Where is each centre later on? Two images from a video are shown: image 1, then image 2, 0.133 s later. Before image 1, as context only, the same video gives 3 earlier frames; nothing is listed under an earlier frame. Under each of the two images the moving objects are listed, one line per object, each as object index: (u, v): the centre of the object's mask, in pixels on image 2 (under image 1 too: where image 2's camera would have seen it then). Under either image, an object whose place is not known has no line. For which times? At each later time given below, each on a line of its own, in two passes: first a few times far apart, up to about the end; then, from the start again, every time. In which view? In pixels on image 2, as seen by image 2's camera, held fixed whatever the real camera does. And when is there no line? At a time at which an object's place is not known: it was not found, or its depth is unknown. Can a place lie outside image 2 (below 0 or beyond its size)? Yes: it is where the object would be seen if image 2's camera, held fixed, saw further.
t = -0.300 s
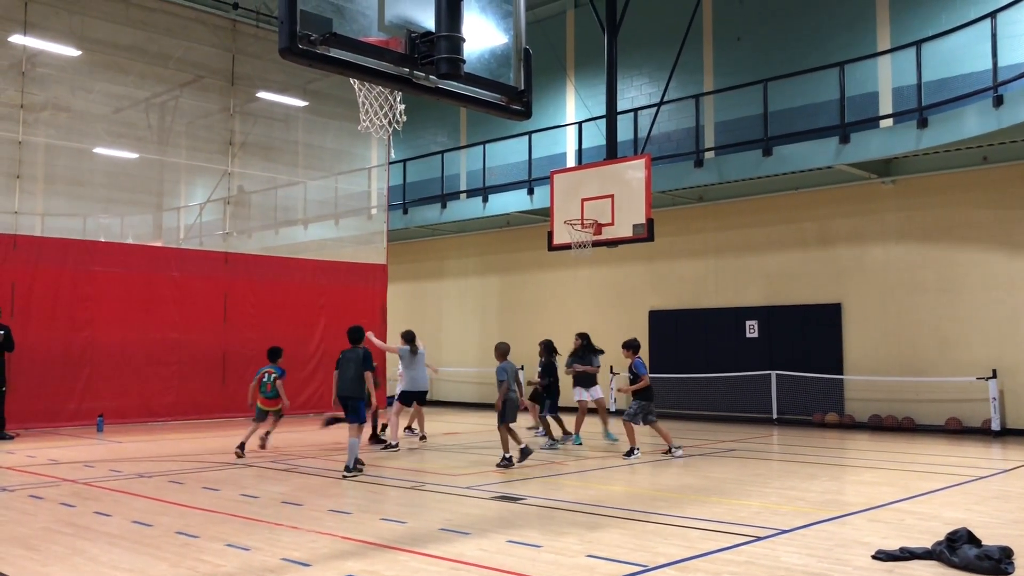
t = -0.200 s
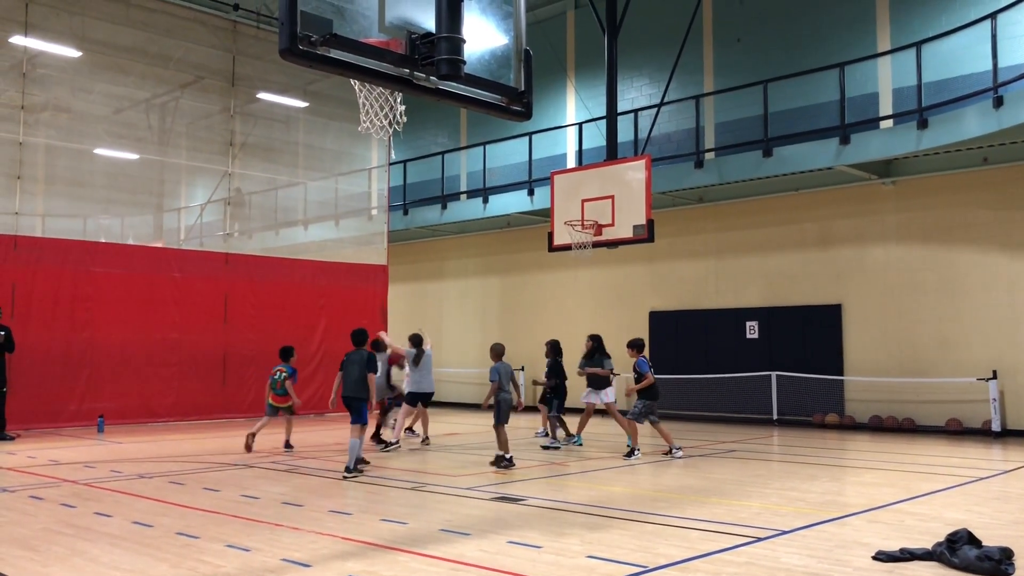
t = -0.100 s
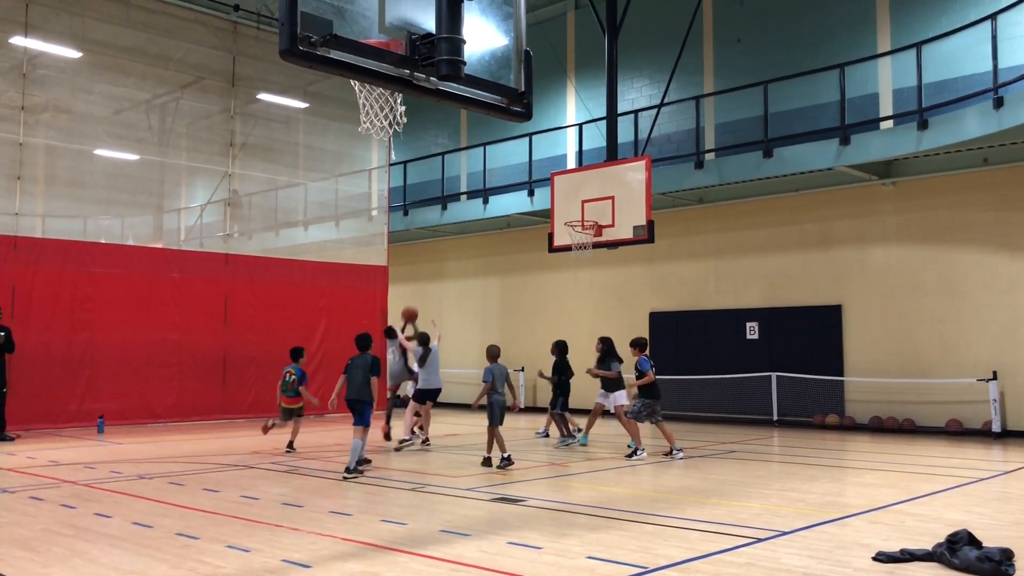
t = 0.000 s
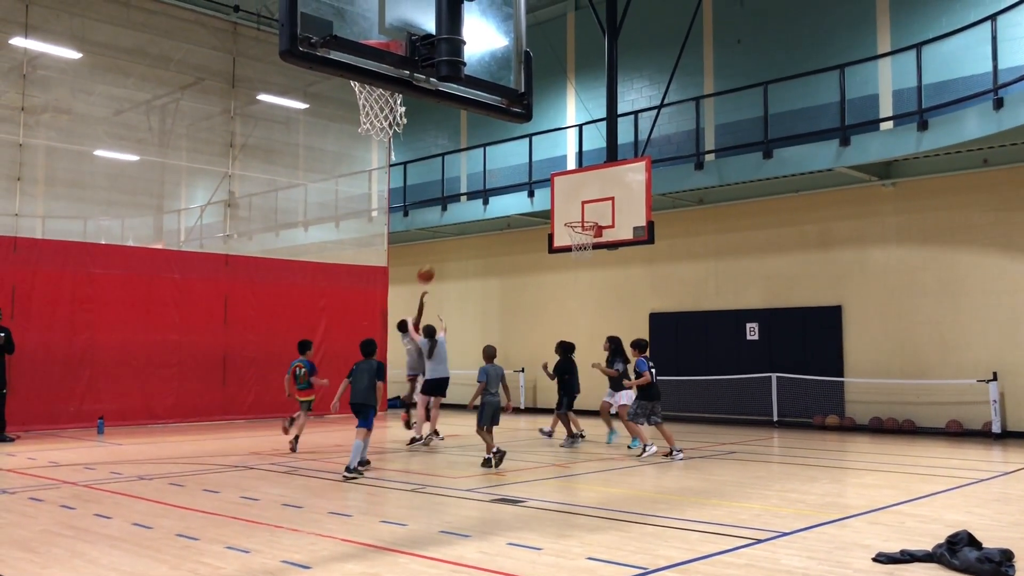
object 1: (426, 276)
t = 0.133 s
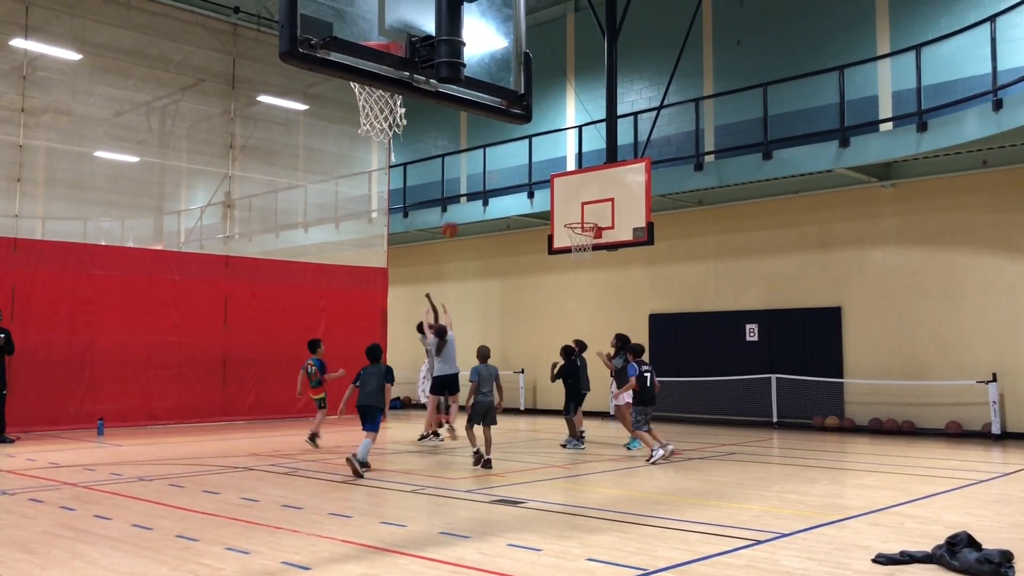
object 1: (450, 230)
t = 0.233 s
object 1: (467, 203)
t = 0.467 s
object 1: (506, 172)
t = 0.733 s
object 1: (550, 182)
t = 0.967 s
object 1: (584, 219)
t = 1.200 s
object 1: (588, 205)
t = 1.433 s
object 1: (593, 229)
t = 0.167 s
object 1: (455, 220)
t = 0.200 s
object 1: (461, 212)
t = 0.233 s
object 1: (467, 203)
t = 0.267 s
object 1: (472, 198)
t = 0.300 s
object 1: (478, 192)
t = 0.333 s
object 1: (484, 186)
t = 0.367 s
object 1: (490, 182)
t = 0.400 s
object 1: (496, 178)
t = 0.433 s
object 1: (501, 175)
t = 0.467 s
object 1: (506, 172)
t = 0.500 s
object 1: (512, 171)
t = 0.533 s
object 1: (517, 170)
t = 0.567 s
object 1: (522, 170)
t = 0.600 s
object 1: (528, 171)
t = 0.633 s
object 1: (534, 172)
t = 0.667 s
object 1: (539, 175)
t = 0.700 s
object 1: (545, 177)
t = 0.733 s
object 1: (550, 182)
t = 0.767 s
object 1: (555, 185)
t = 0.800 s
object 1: (560, 191)
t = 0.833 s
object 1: (566, 196)
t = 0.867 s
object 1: (571, 203)
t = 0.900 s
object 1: (576, 210)
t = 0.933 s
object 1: (581, 218)
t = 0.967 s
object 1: (584, 219)
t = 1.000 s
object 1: (584, 215)
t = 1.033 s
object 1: (585, 211)
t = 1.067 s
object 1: (585, 209)
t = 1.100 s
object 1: (586, 207)
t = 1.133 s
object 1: (586, 205)
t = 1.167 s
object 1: (587, 205)
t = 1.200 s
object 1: (588, 205)
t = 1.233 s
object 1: (589, 206)
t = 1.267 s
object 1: (589, 207)
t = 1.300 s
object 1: (590, 210)
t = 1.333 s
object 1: (590, 213)
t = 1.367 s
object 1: (591, 218)
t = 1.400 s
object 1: (592, 223)
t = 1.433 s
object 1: (593, 229)
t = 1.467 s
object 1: (594, 236)
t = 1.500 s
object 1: (594, 244)
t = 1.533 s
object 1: (595, 253)
